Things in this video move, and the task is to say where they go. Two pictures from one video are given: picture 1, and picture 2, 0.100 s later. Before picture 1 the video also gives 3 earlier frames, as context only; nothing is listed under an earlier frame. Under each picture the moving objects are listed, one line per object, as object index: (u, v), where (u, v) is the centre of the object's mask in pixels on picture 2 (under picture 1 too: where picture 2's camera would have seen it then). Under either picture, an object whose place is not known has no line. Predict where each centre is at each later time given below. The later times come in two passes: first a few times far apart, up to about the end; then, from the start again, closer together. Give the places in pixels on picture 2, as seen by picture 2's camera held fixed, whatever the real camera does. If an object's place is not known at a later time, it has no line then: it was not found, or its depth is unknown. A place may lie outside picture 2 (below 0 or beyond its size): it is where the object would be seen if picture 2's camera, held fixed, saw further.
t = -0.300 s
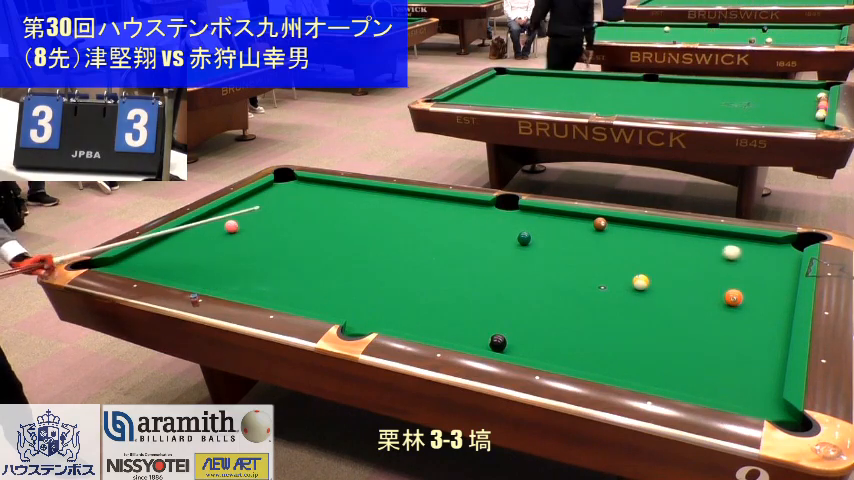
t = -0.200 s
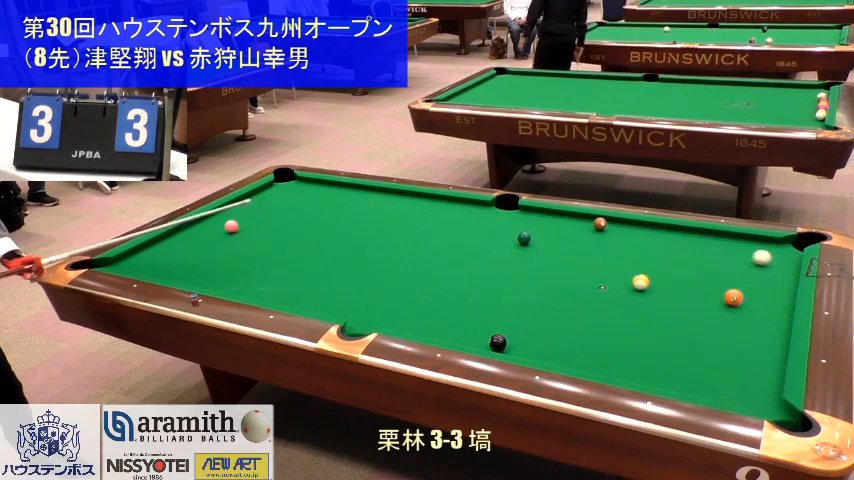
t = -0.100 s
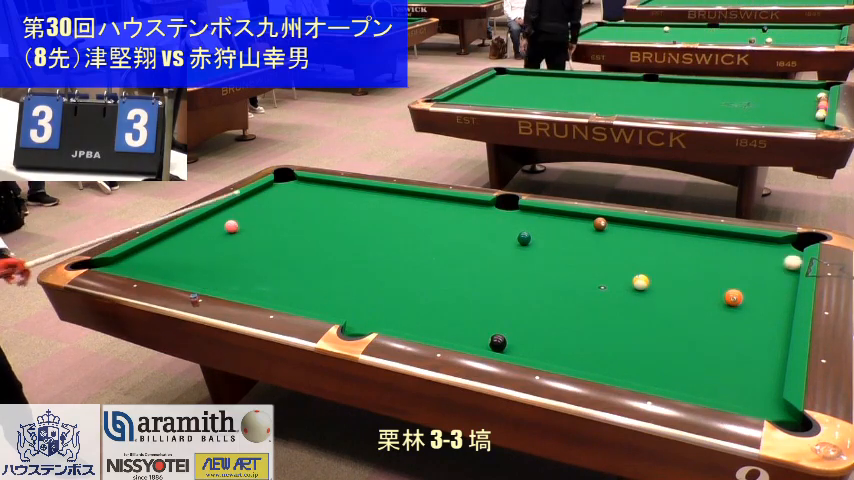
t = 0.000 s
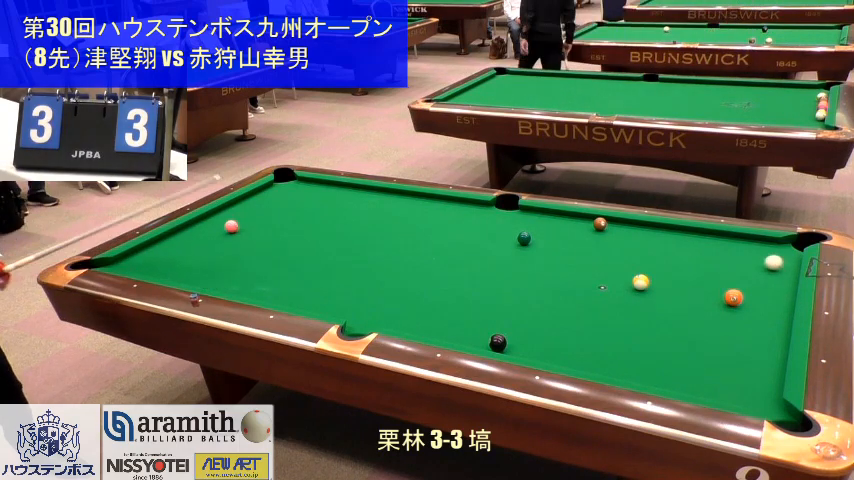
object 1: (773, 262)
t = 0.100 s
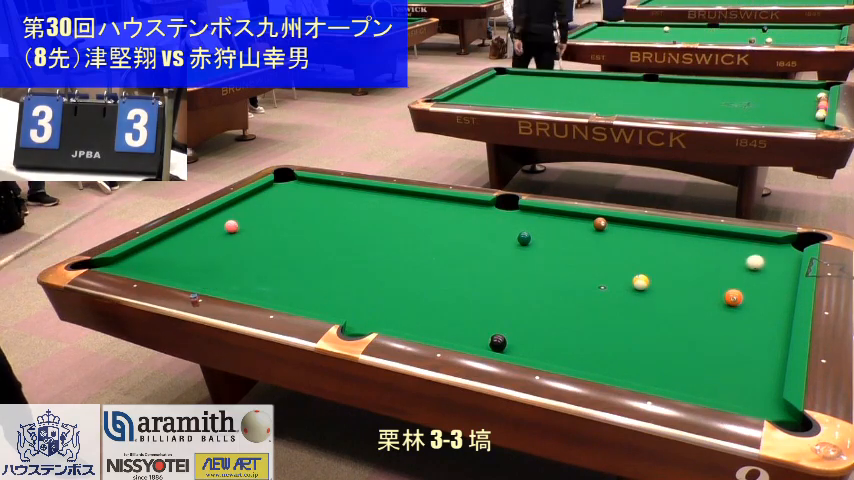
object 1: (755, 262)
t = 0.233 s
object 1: (731, 262)
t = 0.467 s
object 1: (690, 262)
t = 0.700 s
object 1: (652, 261)
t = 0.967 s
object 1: (610, 261)
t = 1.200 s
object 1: (576, 261)
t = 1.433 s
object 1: (543, 261)
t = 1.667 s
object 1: (512, 261)
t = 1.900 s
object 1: (482, 261)
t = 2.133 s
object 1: (454, 261)
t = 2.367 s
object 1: (428, 261)
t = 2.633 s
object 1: (399, 261)
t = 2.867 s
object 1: (375, 261)
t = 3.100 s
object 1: (353, 261)
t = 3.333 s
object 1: (331, 261)
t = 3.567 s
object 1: (312, 261)
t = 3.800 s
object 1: (293, 260)
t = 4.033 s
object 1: (276, 261)
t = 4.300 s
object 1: (258, 260)
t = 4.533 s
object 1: (243, 260)
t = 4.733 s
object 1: (231, 260)
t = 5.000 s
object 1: (217, 260)
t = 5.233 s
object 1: (206, 261)
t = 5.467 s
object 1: (196, 261)
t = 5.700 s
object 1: (187, 260)
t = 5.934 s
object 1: (177, 261)
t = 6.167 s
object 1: (171, 261)
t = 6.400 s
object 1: (165, 261)
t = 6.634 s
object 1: (161, 261)
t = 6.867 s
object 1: (157, 261)
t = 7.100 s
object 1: (155, 261)
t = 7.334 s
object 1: (154, 261)
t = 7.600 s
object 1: (154, 261)
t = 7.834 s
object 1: (154, 261)
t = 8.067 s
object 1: (154, 261)
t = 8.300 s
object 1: (154, 261)
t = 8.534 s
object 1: (154, 260)
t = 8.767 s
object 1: (154, 260)
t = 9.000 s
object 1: (154, 260)
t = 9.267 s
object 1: (154, 261)
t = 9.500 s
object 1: (154, 260)
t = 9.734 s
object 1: (154, 260)
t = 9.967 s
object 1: (154, 261)
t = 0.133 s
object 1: (749, 262)
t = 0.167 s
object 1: (743, 262)
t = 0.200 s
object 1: (737, 262)
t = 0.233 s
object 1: (731, 262)
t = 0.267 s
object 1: (725, 262)
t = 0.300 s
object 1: (719, 262)
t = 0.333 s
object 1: (713, 262)
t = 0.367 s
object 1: (707, 262)
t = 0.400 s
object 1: (702, 262)
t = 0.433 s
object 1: (696, 262)
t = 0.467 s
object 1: (690, 262)
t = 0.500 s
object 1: (685, 262)
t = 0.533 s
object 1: (679, 262)
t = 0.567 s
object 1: (674, 262)
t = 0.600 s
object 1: (668, 262)
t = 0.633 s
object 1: (663, 262)
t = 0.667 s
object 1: (657, 261)
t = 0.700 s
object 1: (652, 261)
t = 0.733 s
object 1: (646, 261)
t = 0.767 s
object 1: (641, 261)
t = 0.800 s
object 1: (636, 261)
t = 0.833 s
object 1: (631, 261)
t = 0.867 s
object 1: (625, 261)
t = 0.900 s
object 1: (621, 261)
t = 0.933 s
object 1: (615, 261)
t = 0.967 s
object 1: (610, 261)
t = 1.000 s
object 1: (605, 261)
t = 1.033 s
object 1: (600, 261)
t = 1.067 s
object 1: (595, 261)
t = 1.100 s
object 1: (590, 261)
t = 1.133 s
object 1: (585, 261)
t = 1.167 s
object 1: (580, 261)
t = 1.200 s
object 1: (576, 261)
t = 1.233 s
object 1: (571, 261)
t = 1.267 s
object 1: (566, 261)
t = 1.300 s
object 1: (561, 261)
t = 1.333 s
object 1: (557, 261)
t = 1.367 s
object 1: (552, 261)
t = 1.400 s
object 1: (548, 261)
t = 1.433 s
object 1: (543, 261)
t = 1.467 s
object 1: (539, 261)
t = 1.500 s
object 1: (534, 261)
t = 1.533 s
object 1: (530, 261)
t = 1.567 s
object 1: (525, 261)
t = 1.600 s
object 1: (521, 261)
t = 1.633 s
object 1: (516, 261)
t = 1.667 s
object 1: (512, 261)
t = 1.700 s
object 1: (508, 261)
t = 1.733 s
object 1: (503, 261)
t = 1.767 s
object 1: (499, 261)
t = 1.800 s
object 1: (495, 261)
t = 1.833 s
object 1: (491, 260)
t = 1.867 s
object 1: (486, 261)
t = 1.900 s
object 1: (482, 261)
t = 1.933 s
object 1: (478, 261)
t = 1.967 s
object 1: (474, 261)
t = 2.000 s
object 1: (470, 261)
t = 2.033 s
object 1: (466, 260)
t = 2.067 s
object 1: (462, 261)
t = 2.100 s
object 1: (458, 260)
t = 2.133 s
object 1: (454, 261)
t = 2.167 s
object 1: (451, 261)
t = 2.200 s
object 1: (446, 261)
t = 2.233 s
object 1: (443, 261)
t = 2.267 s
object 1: (439, 261)
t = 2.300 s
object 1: (435, 261)
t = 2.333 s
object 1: (432, 261)
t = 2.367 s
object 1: (428, 261)
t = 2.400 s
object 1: (424, 260)
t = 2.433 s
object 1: (420, 261)
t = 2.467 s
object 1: (417, 261)
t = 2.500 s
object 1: (413, 261)
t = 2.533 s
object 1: (410, 261)
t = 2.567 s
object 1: (406, 261)
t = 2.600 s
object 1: (402, 261)
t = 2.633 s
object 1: (399, 261)
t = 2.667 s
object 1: (395, 261)
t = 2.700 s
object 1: (392, 261)
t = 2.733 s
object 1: (389, 260)
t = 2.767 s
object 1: (385, 261)
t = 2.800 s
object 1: (382, 261)
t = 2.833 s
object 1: (378, 261)
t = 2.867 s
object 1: (375, 261)
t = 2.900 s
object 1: (372, 261)
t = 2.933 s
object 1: (369, 261)
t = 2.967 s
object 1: (365, 261)
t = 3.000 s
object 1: (362, 261)
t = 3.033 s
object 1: (359, 261)
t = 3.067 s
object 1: (356, 261)
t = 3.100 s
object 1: (353, 261)
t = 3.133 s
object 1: (350, 261)
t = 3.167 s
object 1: (346, 261)
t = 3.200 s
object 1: (344, 261)
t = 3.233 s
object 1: (341, 260)
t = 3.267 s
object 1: (338, 261)
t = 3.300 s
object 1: (335, 261)
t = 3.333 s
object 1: (331, 261)
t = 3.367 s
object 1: (329, 260)
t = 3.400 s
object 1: (326, 261)
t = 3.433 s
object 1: (323, 261)
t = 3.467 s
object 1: (320, 261)
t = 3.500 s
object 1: (317, 261)
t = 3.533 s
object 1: (315, 261)
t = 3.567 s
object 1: (312, 261)
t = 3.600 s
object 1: (309, 261)
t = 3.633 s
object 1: (306, 261)
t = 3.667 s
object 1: (304, 260)
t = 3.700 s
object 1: (301, 261)
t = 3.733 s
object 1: (298, 261)
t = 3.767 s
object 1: (296, 261)
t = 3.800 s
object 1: (293, 260)
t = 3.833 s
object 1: (291, 260)
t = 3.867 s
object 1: (288, 260)
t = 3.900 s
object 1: (286, 260)
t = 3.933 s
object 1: (283, 260)
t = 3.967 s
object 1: (281, 260)
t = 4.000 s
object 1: (279, 260)
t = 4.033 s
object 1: (276, 261)
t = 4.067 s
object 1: (274, 260)
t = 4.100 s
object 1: (271, 260)
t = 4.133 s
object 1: (269, 260)
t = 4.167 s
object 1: (267, 260)
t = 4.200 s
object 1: (264, 260)
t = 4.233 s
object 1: (262, 260)
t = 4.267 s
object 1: (260, 260)
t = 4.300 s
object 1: (258, 260)
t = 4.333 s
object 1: (256, 260)
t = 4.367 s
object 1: (254, 260)
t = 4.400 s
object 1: (251, 260)
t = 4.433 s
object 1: (249, 260)
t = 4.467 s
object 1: (247, 260)
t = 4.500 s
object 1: (245, 260)
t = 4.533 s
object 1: (243, 260)
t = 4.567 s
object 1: (241, 261)
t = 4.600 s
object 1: (239, 260)
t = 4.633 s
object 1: (237, 260)
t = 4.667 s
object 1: (235, 260)
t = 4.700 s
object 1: (233, 260)
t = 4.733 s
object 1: (231, 260)
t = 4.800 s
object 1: (228, 260)
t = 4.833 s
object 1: (226, 260)
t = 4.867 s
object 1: (224, 260)
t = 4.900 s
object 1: (222, 260)
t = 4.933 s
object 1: (221, 260)
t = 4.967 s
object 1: (219, 260)
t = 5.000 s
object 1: (217, 260)
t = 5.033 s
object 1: (216, 261)
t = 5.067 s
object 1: (214, 261)
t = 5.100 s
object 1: (212, 260)
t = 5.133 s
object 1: (210, 260)
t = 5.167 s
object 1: (209, 260)
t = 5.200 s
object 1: (207, 260)
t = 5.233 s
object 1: (206, 261)
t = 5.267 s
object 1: (204, 260)
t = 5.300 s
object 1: (203, 261)
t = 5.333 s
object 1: (201, 260)
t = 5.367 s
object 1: (200, 260)
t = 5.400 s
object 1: (198, 260)
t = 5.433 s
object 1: (197, 260)
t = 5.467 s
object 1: (196, 261)
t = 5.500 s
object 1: (194, 261)
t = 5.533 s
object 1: (193, 261)
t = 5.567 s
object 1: (192, 261)
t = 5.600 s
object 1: (190, 260)
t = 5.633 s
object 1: (189, 260)
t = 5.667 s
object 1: (188, 260)
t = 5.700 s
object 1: (187, 260)
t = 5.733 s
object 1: (185, 261)
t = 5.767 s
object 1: (184, 261)
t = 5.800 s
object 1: (183, 261)
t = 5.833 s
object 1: (182, 261)
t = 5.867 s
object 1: (181, 261)
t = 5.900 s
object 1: (179, 261)
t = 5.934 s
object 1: (177, 261)
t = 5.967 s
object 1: (177, 261)
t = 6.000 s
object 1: (175, 261)
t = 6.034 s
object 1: (174, 261)
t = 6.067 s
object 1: (174, 261)
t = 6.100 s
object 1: (173, 261)
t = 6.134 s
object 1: (172, 261)
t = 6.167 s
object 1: (171, 261)
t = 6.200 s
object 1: (170, 261)
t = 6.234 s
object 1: (169, 261)
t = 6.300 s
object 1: (167, 261)
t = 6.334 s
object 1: (166, 261)
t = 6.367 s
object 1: (166, 261)
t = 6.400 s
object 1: (165, 261)
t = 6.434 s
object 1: (164, 261)
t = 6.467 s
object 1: (163, 261)
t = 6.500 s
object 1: (163, 261)
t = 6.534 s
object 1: (162, 261)
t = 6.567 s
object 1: (162, 261)
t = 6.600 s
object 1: (161, 261)
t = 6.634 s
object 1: (161, 261)
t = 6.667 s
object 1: (160, 261)
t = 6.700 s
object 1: (160, 261)
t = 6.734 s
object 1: (159, 261)
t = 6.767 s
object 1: (159, 261)
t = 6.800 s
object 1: (158, 261)
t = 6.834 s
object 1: (158, 261)
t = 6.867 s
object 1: (157, 261)
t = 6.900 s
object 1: (157, 261)
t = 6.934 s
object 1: (157, 261)
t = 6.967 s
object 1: (156, 261)
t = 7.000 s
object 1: (156, 261)
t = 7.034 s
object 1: (155, 261)
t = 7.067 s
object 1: (155, 261)
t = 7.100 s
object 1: (155, 261)
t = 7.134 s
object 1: (154, 261)
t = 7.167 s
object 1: (154, 261)
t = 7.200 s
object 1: (154, 261)
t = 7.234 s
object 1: (154, 261)
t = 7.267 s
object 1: (154, 261)
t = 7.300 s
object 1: (154, 261)
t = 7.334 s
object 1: (154, 261)
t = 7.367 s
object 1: (154, 261)
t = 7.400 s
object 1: (154, 261)
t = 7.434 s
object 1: (154, 261)
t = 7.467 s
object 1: (154, 260)
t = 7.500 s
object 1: (154, 261)
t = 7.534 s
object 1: (154, 260)
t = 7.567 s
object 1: (154, 261)
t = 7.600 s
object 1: (154, 261)
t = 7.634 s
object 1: (154, 261)
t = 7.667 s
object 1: (154, 260)
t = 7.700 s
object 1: (154, 260)
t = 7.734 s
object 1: (154, 260)
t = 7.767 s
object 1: (154, 261)
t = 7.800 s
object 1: (154, 261)
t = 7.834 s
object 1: (154, 261)
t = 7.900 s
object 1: (154, 261)
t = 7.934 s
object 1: (154, 261)
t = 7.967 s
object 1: (154, 261)
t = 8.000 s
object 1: (154, 261)
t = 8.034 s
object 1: (154, 261)
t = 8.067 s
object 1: (154, 261)
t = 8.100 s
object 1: (154, 261)
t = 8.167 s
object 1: (154, 261)
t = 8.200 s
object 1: (154, 261)
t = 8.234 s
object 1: (154, 261)
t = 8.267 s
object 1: (154, 261)
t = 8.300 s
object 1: (154, 261)
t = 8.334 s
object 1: (154, 261)
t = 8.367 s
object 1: (154, 261)
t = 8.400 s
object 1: (154, 261)
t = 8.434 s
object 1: (154, 261)
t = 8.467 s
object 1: (154, 261)
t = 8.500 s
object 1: (154, 261)
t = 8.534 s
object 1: (154, 260)
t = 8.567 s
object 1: (154, 261)
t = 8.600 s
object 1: (154, 260)
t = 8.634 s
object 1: (154, 260)
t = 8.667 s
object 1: (154, 260)
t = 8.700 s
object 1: (154, 260)
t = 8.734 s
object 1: (154, 260)
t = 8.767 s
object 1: (154, 260)
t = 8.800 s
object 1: (154, 260)
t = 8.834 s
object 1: (154, 261)
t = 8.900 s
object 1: (154, 260)
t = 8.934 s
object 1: (154, 260)
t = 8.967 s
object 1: (154, 261)
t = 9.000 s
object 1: (154, 260)
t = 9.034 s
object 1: (154, 261)
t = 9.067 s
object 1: (154, 261)
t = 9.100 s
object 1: (154, 260)
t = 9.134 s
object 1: (154, 261)
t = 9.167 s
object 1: (154, 261)
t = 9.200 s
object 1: (154, 260)
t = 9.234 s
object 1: (154, 261)
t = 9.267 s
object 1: (154, 261)
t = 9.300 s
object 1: (154, 261)
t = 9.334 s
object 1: (154, 261)
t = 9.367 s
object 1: (154, 261)
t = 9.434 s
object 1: (154, 261)
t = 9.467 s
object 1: (154, 260)
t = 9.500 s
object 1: (154, 260)
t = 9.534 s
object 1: (154, 260)
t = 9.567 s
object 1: (154, 261)
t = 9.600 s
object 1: (154, 260)
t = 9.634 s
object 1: (154, 261)
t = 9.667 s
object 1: (154, 261)
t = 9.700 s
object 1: (154, 261)
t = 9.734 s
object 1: (154, 260)
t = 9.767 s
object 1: (154, 261)
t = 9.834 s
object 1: (154, 261)
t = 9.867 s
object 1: (154, 260)
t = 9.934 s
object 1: (154, 260)
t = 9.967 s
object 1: (154, 261)
